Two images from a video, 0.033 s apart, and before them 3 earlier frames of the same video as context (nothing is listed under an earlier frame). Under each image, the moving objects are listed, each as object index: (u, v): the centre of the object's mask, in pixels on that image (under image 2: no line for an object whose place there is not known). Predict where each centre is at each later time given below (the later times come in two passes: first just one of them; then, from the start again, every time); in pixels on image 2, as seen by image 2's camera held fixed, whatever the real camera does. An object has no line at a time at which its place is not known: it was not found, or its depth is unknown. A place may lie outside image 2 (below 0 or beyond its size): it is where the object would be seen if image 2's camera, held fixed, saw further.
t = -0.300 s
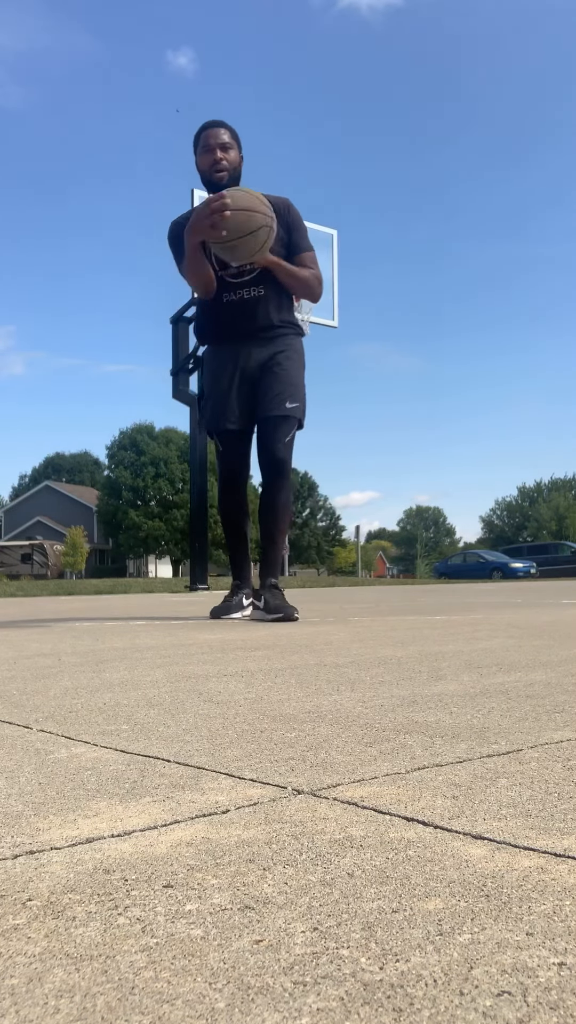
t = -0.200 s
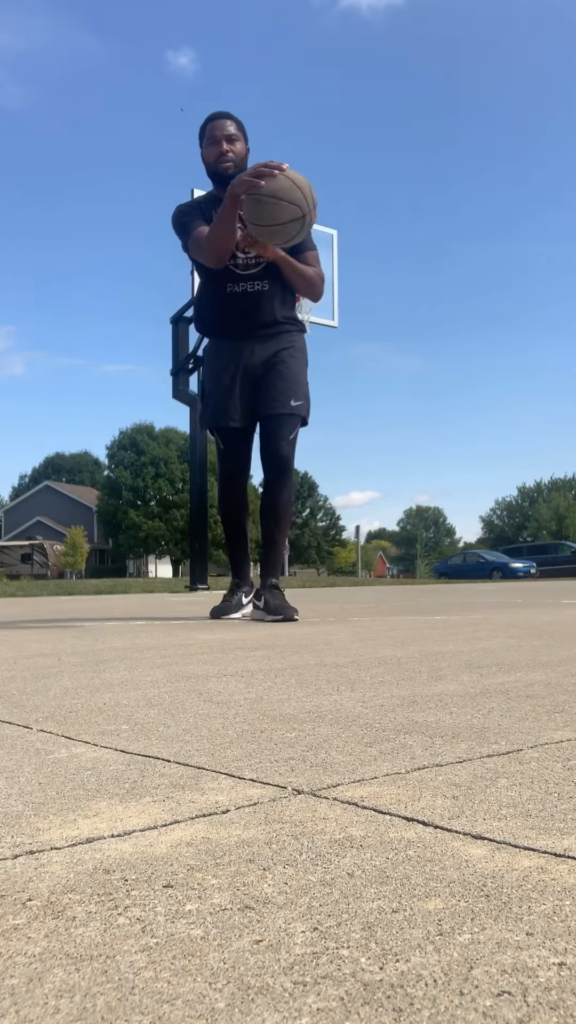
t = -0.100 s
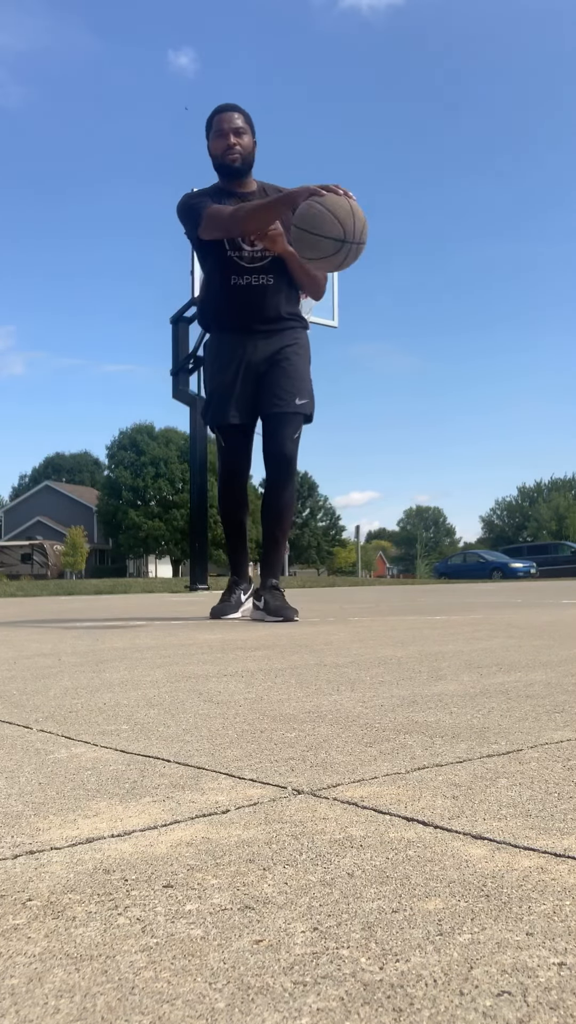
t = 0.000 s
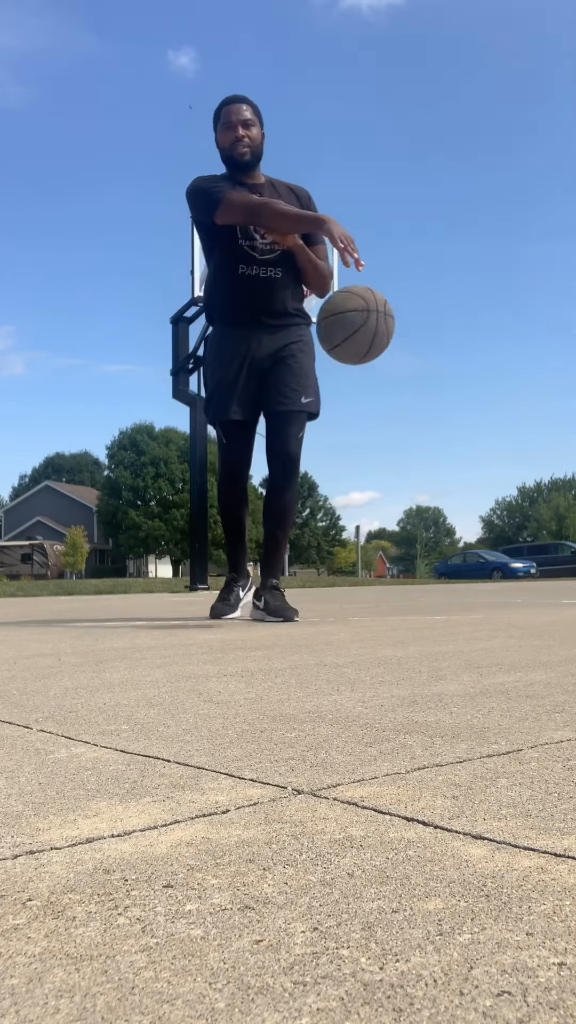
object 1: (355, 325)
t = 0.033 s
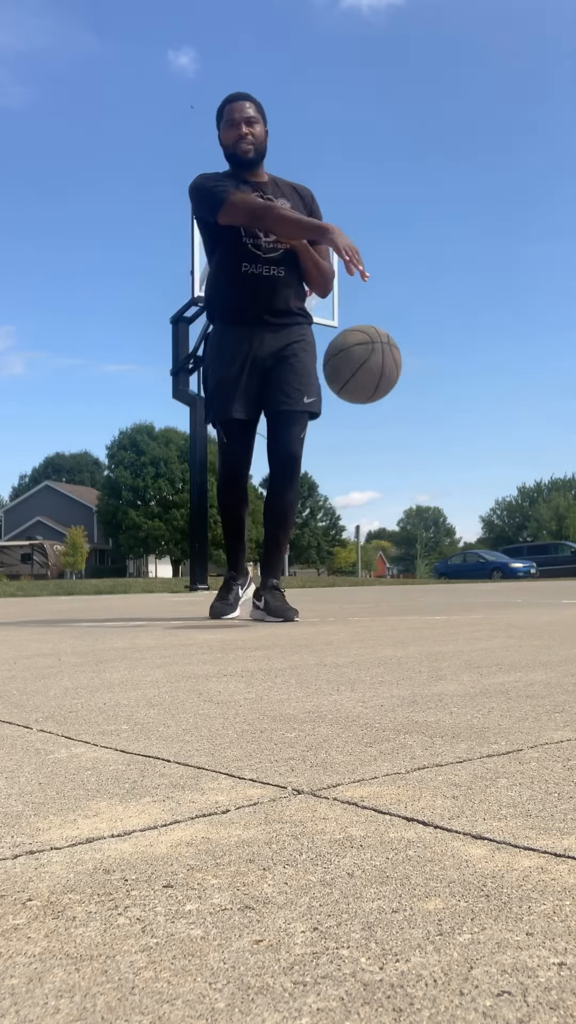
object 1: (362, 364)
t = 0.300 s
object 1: (392, 454)
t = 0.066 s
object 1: (369, 408)
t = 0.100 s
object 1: (376, 455)
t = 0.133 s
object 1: (384, 506)
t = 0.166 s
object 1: (391, 562)
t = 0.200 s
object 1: (395, 577)
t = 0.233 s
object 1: (393, 532)
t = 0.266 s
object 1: (392, 491)
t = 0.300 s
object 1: (392, 454)
